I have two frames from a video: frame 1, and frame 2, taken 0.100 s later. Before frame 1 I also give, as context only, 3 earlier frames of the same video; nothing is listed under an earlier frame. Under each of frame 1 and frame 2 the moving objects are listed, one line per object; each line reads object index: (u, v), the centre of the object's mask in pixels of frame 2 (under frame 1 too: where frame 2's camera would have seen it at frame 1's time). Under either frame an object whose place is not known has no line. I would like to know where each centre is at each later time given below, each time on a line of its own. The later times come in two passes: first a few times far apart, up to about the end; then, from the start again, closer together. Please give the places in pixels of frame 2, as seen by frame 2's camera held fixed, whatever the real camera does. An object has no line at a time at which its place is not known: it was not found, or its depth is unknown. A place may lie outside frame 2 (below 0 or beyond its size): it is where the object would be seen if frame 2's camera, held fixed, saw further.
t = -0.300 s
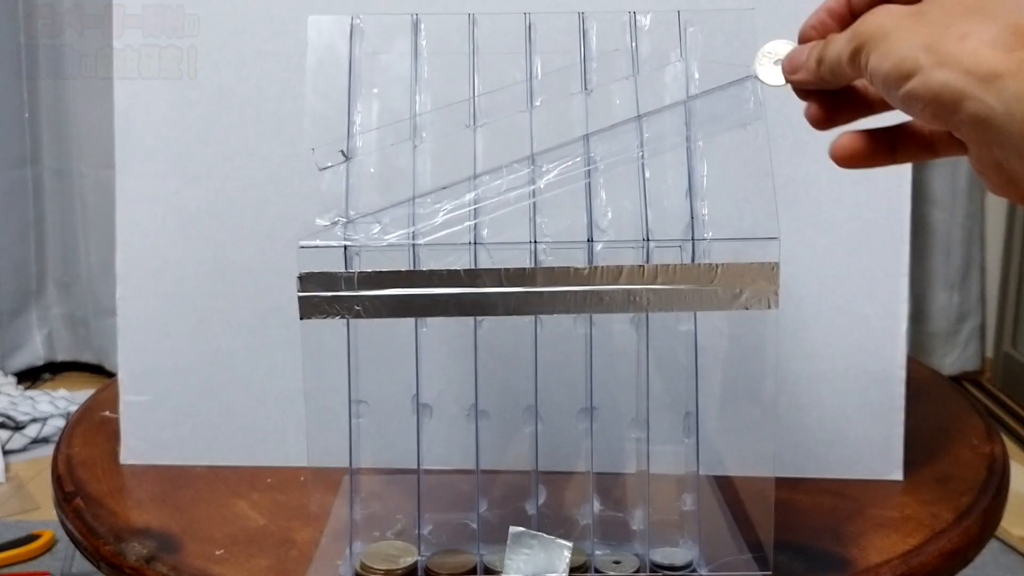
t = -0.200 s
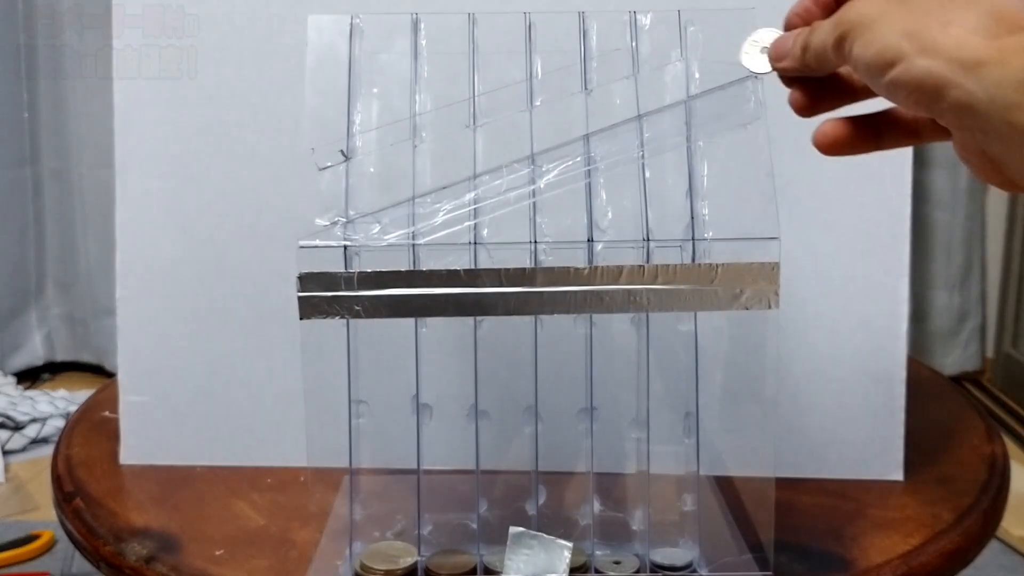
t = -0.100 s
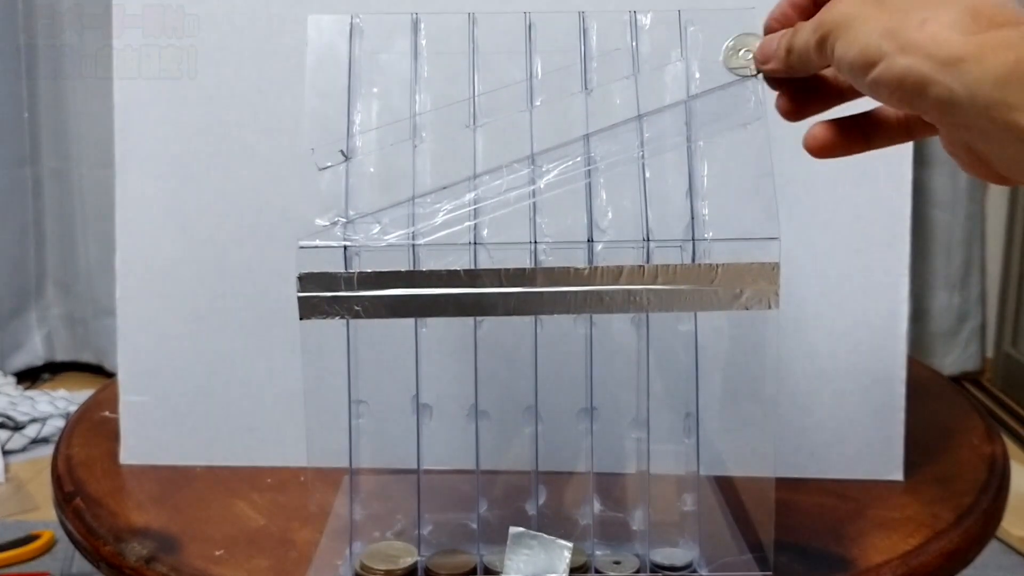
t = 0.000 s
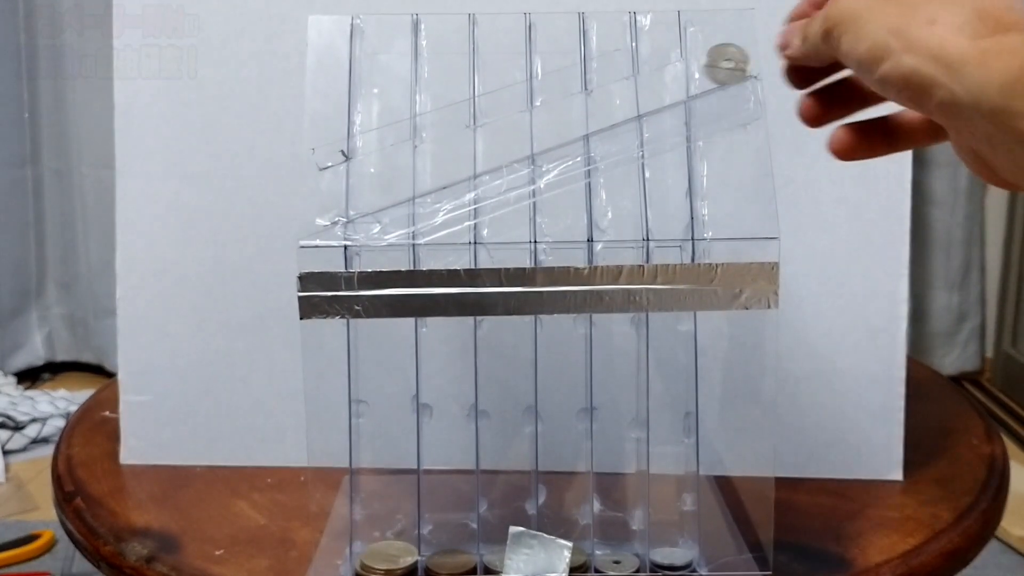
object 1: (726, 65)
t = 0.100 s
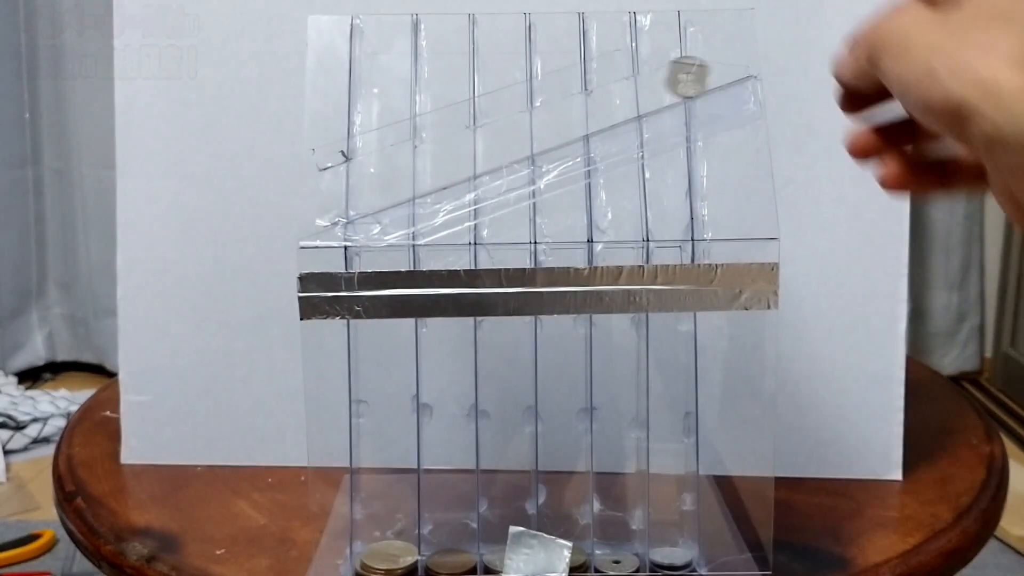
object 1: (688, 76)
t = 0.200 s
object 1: (631, 98)
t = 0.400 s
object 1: (614, 339)
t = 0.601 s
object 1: (618, 558)
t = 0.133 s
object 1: (672, 83)
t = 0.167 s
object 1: (652, 90)
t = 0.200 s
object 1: (631, 98)
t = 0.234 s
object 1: (612, 106)
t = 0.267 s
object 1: (610, 113)
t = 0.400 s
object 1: (614, 339)
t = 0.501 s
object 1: (618, 535)
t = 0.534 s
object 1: (618, 535)
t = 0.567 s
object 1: (621, 545)
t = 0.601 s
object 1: (618, 558)
